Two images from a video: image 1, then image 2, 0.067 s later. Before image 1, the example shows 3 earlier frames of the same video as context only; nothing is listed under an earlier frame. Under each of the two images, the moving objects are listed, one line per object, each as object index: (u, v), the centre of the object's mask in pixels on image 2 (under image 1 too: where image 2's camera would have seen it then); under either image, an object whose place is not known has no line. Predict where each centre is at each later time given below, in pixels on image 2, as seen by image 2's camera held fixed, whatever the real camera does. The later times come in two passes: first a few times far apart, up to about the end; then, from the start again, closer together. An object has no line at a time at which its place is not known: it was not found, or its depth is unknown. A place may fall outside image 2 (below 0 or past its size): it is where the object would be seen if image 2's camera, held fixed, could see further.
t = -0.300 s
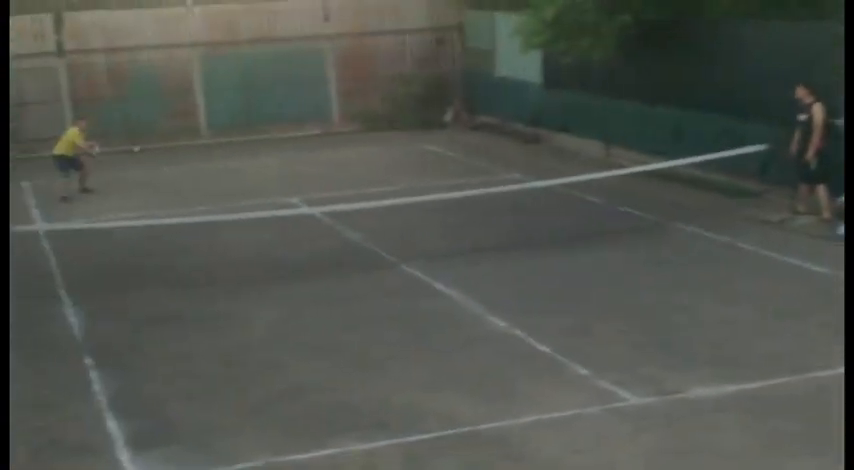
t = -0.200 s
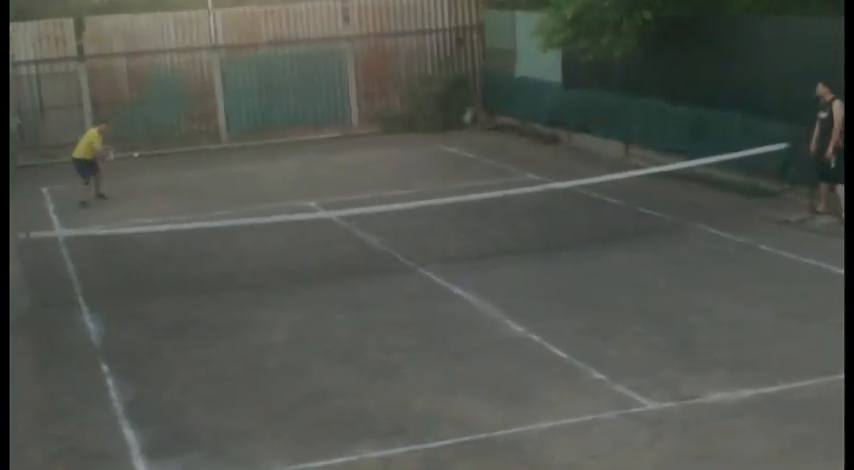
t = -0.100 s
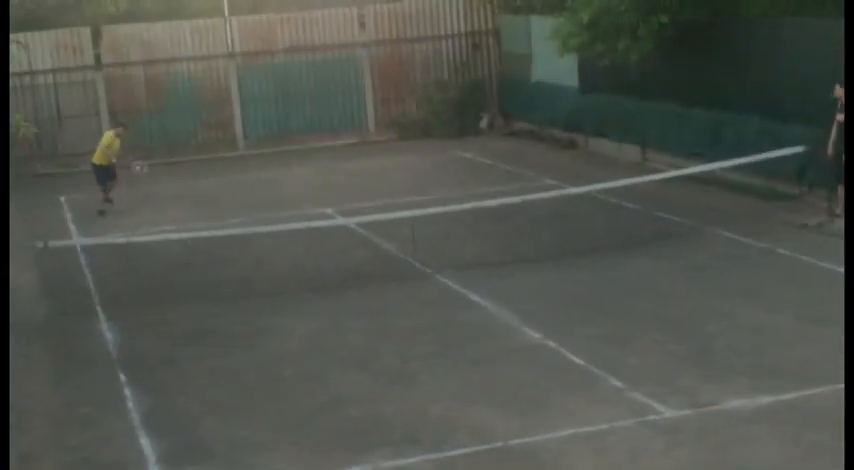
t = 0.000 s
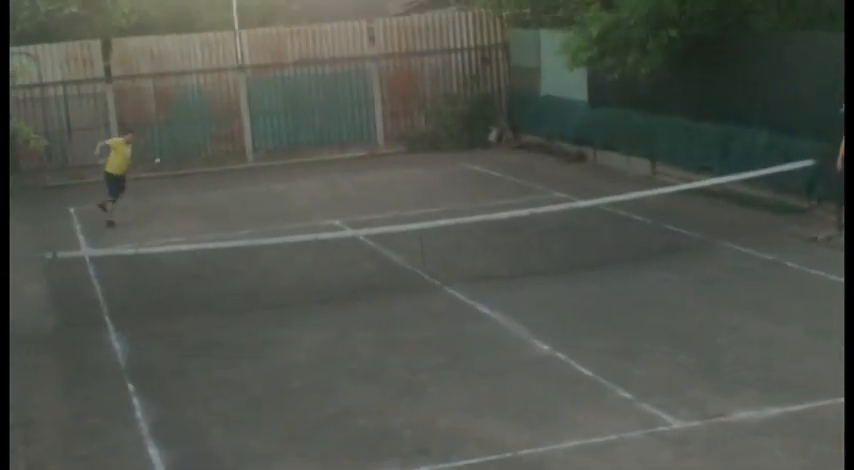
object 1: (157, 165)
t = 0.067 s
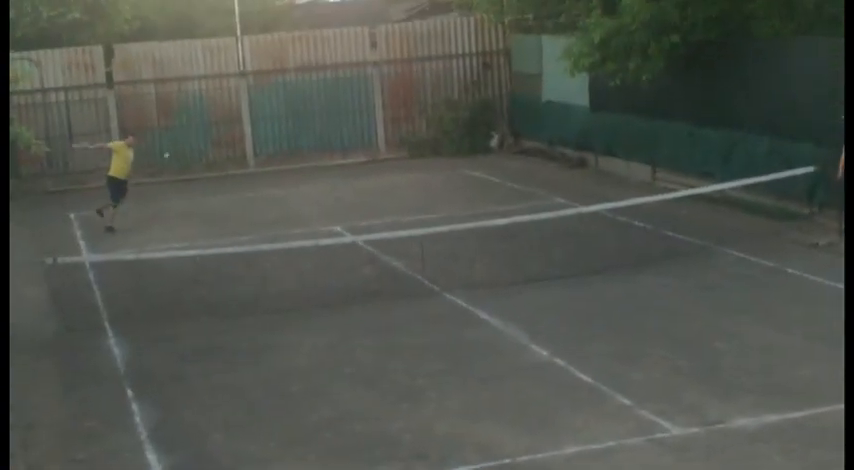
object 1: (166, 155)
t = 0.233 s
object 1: (189, 138)
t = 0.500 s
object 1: (251, 149)
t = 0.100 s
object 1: (170, 151)
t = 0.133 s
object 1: (173, 147)
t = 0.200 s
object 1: (185, 140)
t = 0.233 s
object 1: (189, 138)
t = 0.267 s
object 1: (196, 137)
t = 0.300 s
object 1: (203, 136)
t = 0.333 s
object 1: (209, 136)
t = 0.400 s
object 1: (225, 138)
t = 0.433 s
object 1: (233, 140)
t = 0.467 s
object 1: (240, 144)
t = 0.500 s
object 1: (251, 149)
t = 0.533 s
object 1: (260, 154)
